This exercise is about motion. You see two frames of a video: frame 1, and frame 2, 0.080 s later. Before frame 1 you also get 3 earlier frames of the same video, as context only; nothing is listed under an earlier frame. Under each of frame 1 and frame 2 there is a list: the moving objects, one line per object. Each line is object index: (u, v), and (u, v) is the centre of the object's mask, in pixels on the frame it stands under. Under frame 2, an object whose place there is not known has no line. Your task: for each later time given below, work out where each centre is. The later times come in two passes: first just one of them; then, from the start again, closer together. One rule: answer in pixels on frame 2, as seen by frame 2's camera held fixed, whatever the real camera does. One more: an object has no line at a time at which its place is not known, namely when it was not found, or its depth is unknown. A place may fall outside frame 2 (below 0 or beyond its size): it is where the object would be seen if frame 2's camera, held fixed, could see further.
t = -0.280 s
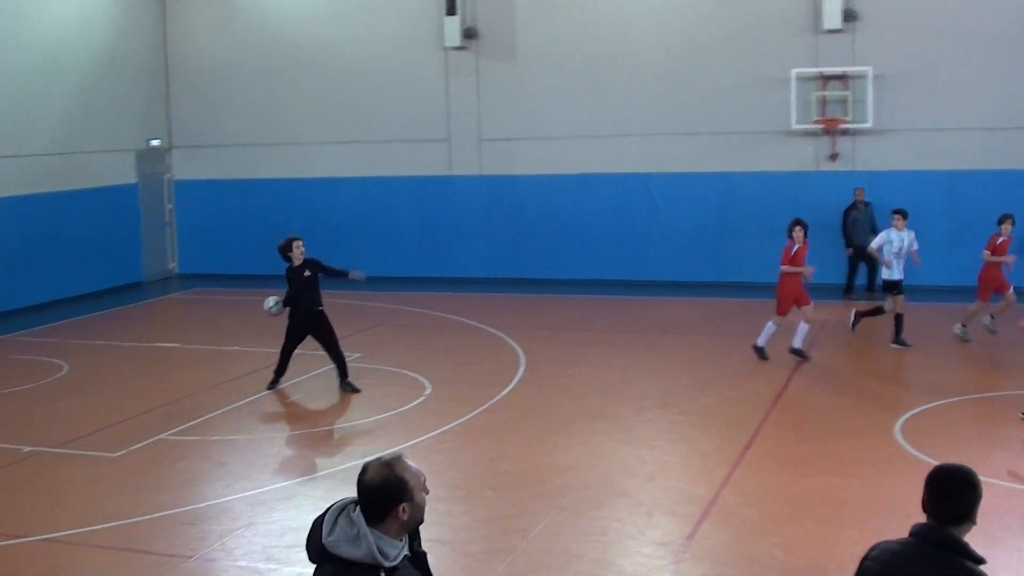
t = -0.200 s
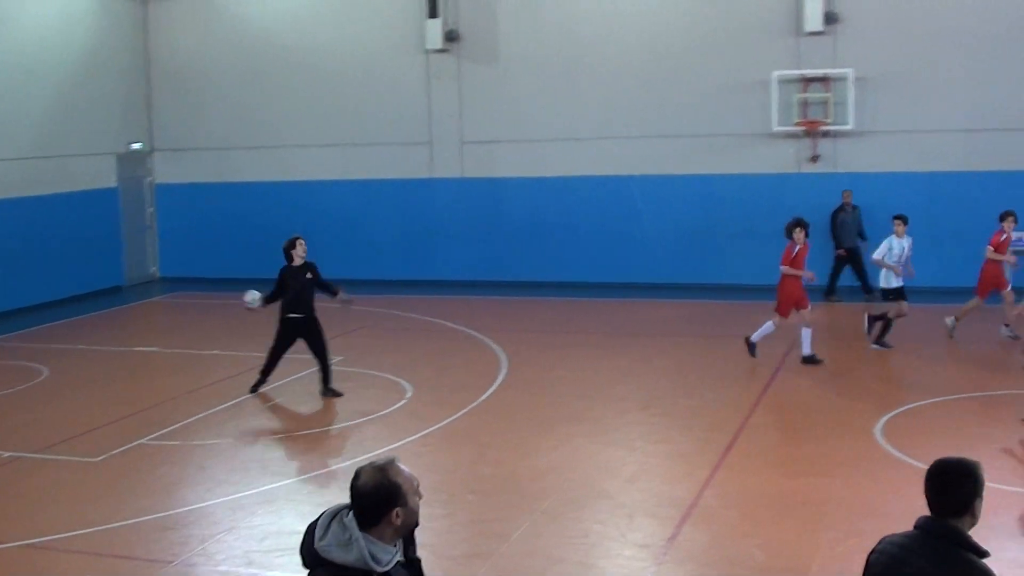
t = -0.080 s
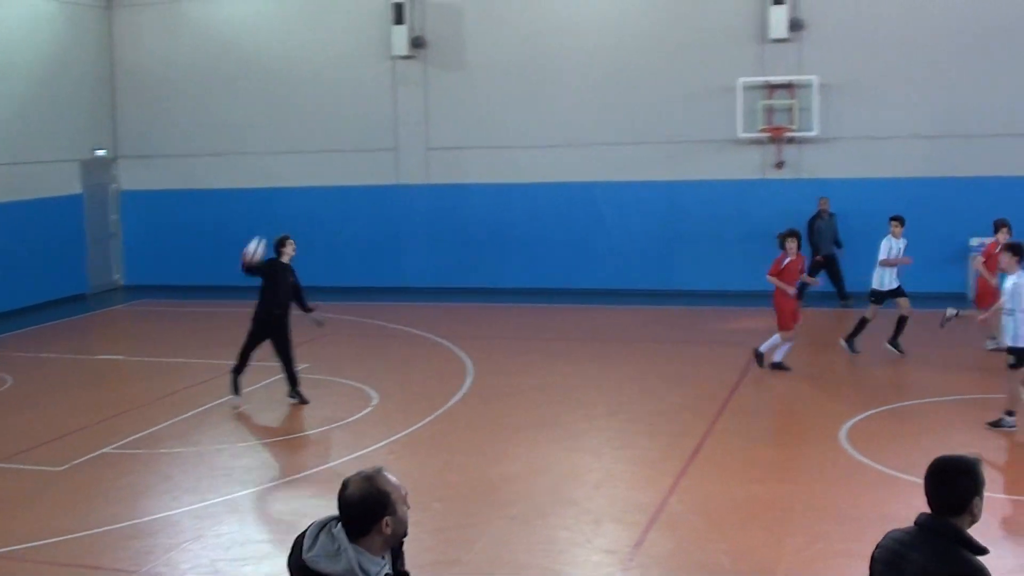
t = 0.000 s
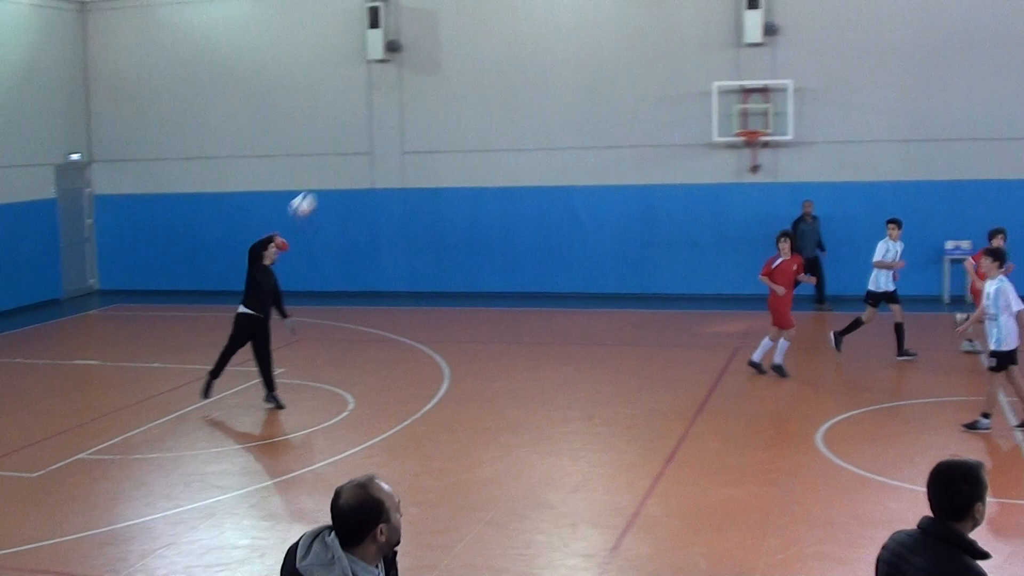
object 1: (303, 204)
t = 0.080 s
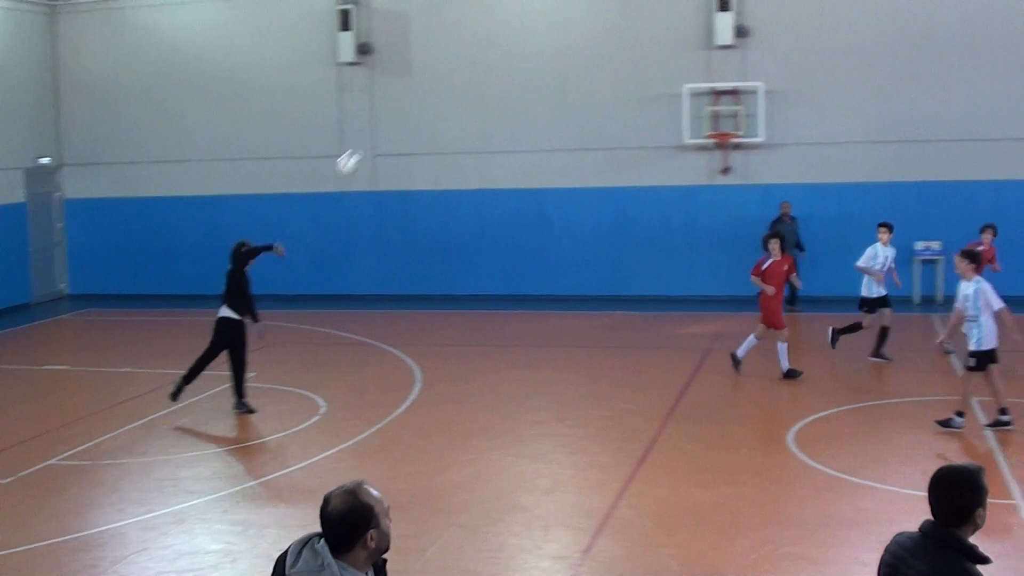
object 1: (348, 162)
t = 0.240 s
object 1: (500, 88)
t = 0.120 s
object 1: (386, 142)
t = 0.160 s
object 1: (424, 121)
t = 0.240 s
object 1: (500, 88)
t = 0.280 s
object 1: (537, 74)
